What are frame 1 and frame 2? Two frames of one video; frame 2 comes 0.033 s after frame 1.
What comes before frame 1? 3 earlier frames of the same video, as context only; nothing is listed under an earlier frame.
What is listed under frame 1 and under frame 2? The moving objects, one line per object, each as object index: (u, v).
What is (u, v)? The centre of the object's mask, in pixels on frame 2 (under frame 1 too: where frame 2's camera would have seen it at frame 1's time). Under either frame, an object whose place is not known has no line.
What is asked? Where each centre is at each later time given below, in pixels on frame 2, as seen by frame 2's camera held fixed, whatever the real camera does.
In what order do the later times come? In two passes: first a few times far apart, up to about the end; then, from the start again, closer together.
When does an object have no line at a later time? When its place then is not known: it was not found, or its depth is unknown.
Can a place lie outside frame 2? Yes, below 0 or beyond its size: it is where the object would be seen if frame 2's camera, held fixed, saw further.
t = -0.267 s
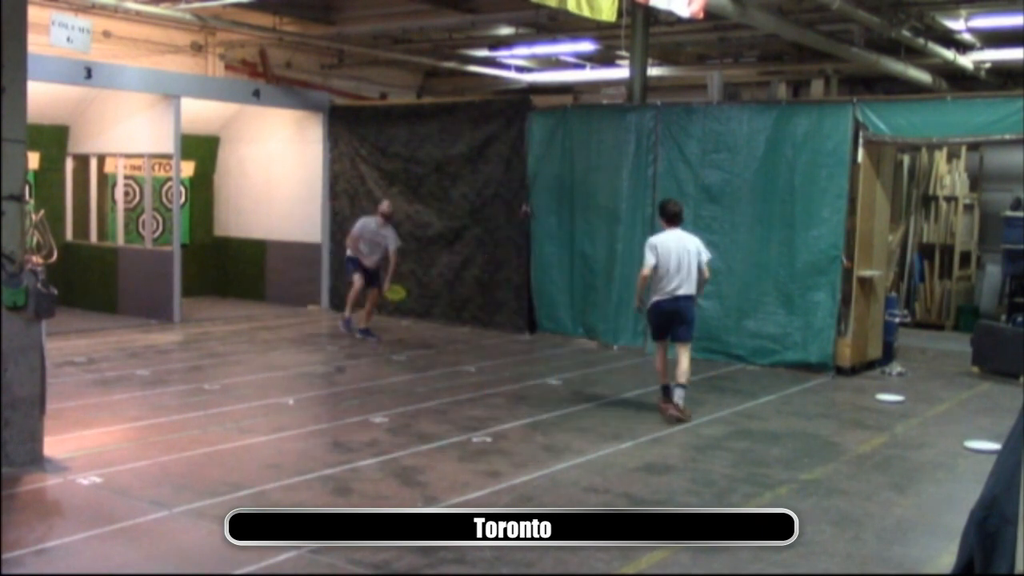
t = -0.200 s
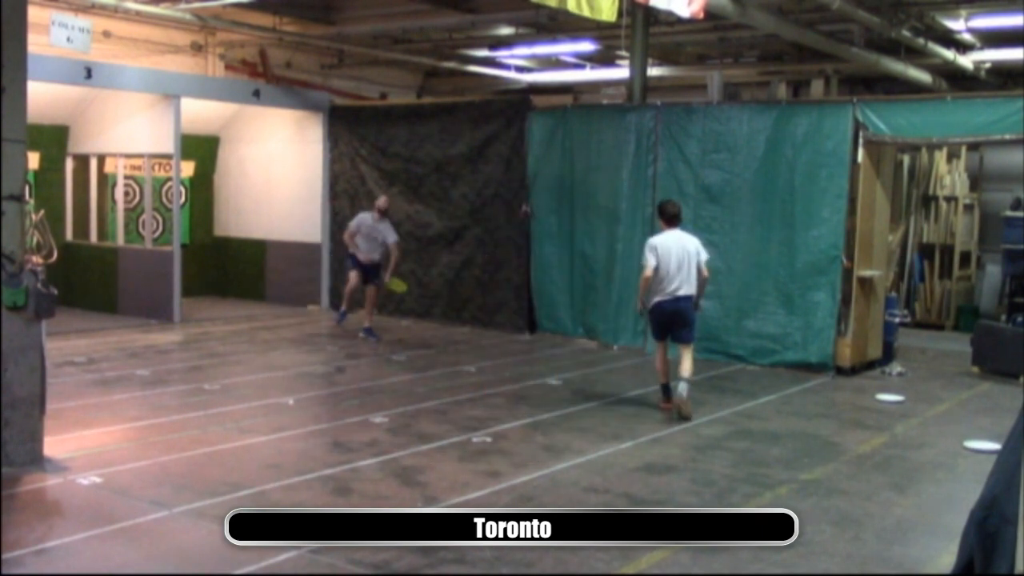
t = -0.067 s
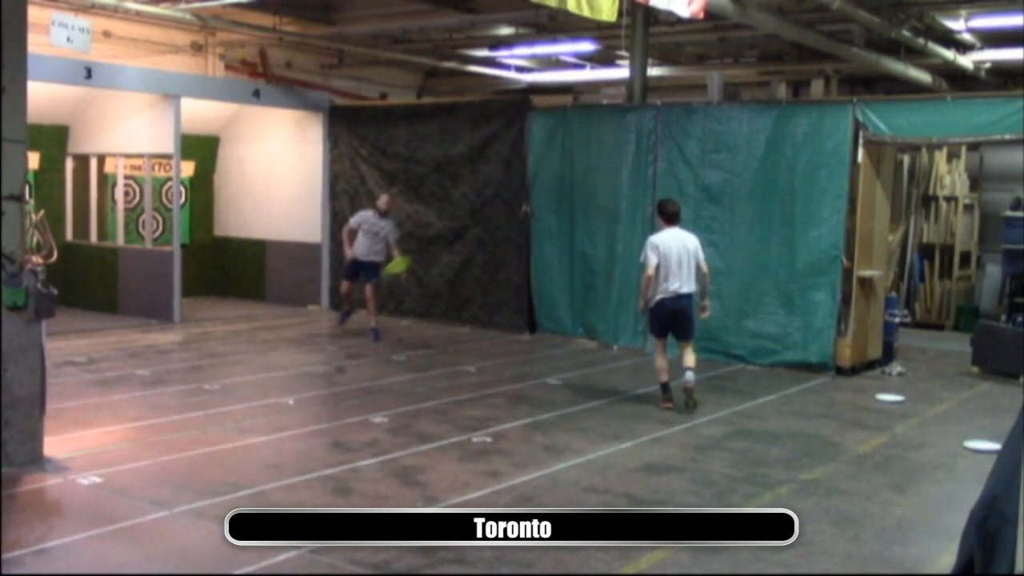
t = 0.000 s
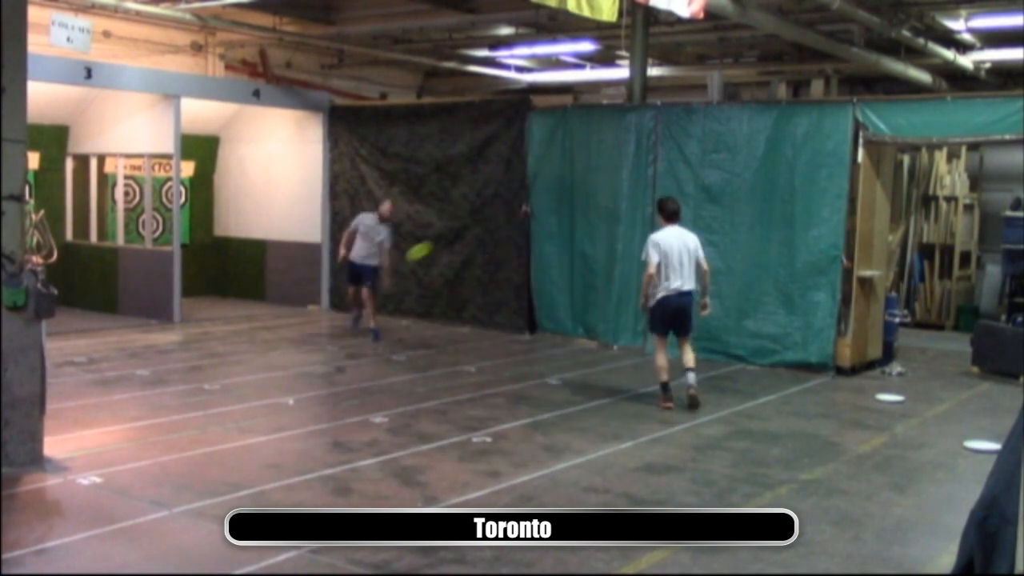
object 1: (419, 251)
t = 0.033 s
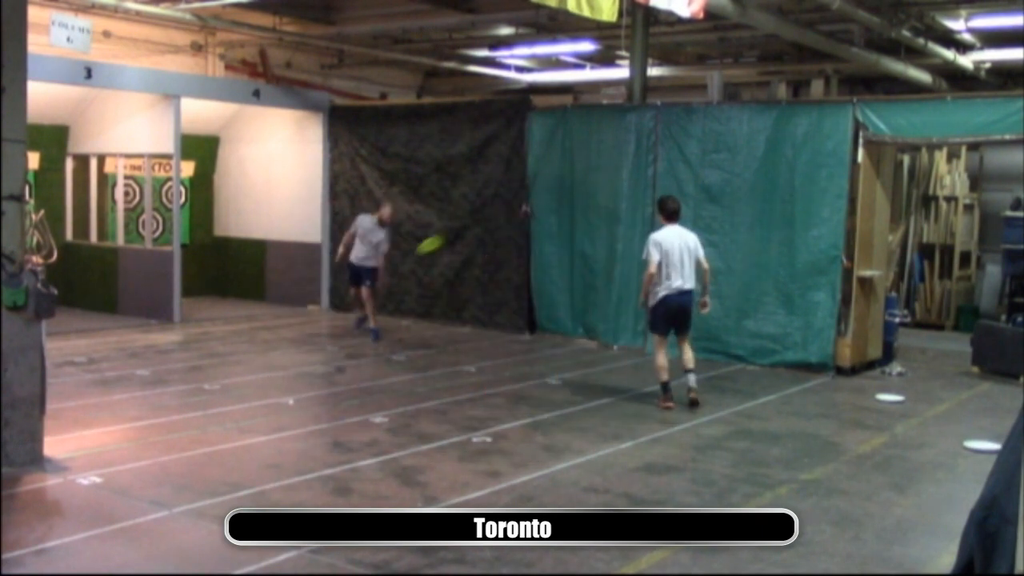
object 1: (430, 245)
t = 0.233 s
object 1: (494, 215)
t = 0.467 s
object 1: (561, 207)
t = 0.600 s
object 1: (596, 215)
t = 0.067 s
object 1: (441, 238)
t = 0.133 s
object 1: (462, 228)
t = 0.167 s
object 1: (472, 223)
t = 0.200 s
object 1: (483, 219)
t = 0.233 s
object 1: (494, 215)
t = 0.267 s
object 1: (504, 212)
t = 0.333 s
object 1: (523, 209)
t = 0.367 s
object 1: (533, 207)
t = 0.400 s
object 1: (542, 207)
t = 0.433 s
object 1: (552, 207)
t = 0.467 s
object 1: (561, 207)
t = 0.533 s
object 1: (579, 210)
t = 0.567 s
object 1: (587, 212)
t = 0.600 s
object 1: (596, 215)
